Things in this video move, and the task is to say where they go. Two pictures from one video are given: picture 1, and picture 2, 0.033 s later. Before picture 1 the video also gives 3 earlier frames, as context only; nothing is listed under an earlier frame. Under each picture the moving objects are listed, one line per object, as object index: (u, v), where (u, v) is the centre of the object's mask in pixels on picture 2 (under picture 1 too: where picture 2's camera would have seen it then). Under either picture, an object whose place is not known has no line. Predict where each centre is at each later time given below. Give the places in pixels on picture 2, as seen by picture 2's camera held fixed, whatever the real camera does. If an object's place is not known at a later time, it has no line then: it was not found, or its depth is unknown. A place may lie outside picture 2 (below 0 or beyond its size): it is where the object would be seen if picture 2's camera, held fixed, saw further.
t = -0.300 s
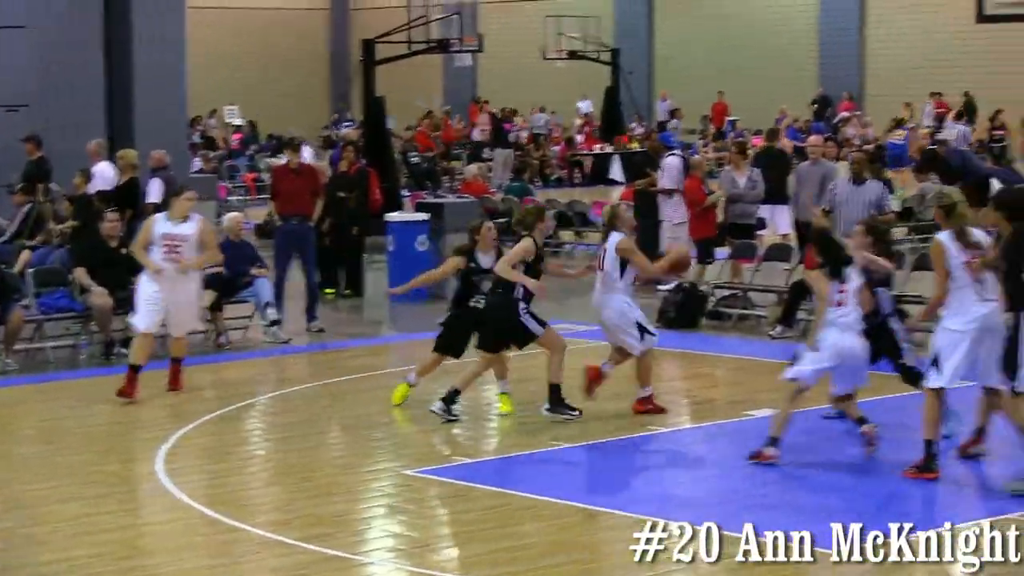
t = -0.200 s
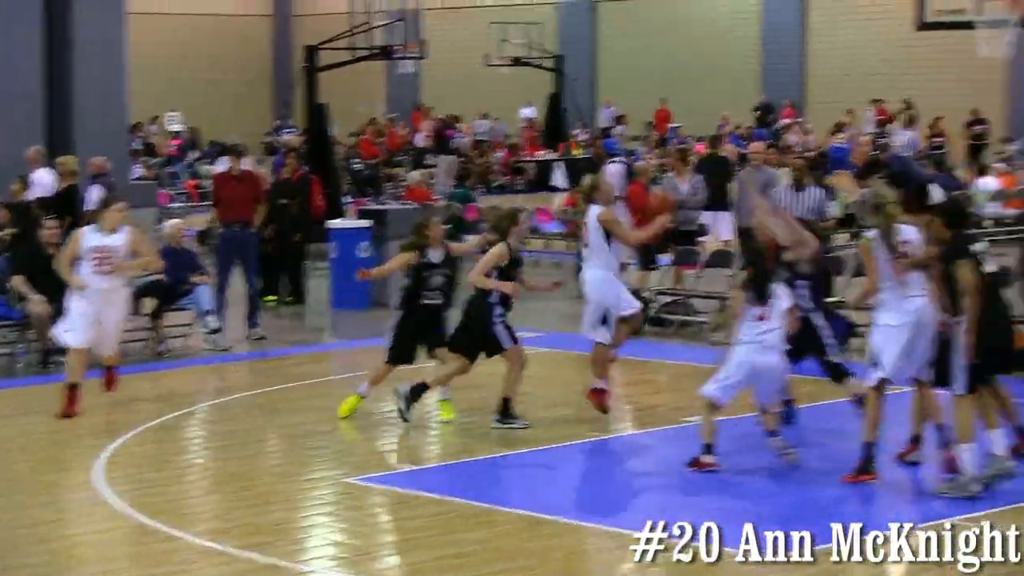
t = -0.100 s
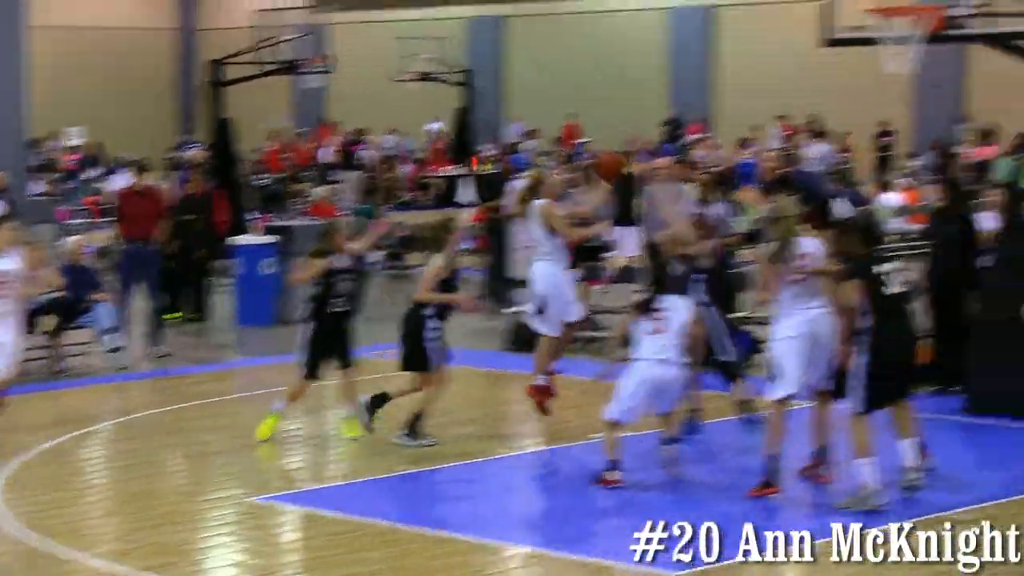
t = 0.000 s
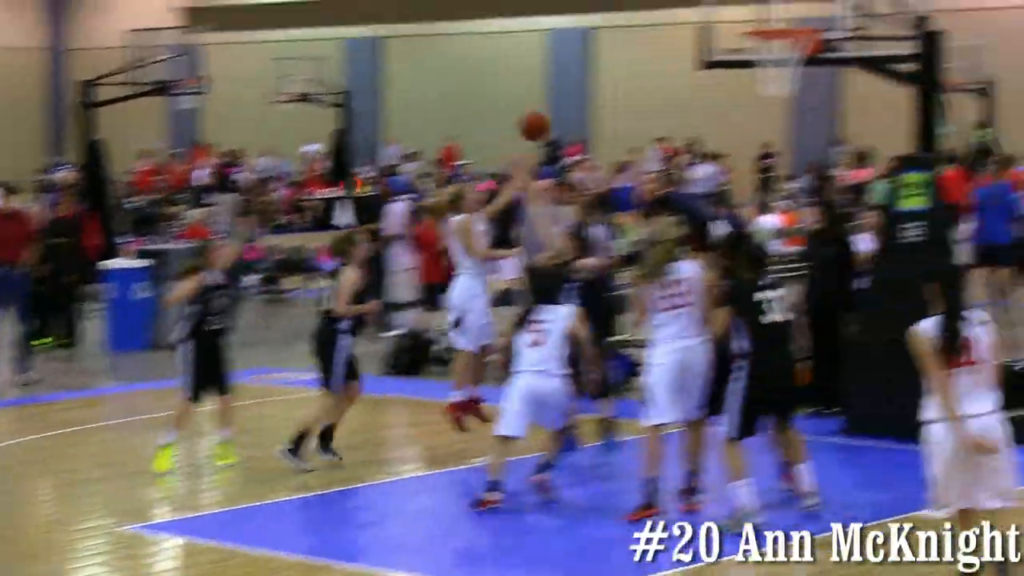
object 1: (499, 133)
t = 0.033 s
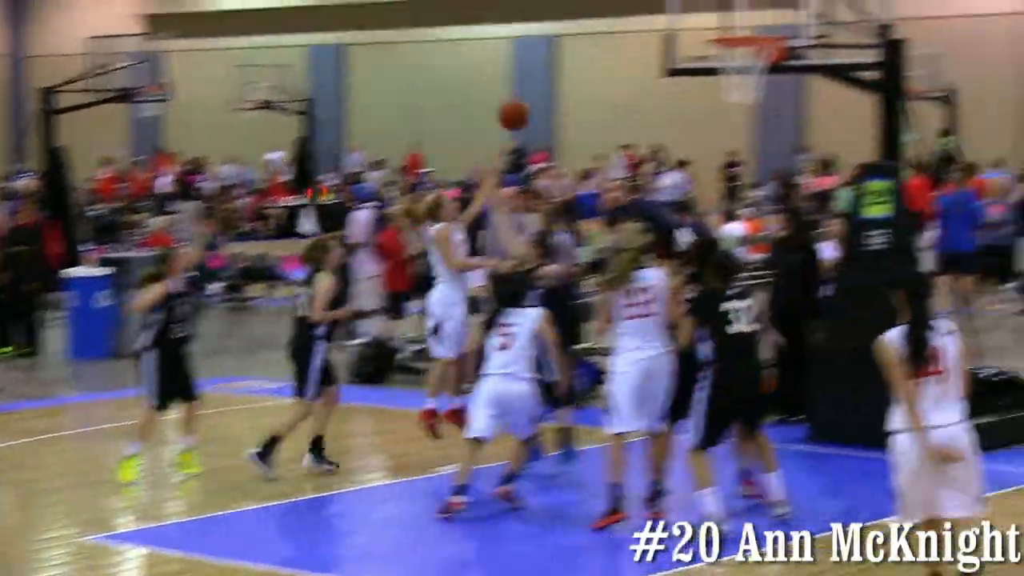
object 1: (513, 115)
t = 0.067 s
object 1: (528, 97)
